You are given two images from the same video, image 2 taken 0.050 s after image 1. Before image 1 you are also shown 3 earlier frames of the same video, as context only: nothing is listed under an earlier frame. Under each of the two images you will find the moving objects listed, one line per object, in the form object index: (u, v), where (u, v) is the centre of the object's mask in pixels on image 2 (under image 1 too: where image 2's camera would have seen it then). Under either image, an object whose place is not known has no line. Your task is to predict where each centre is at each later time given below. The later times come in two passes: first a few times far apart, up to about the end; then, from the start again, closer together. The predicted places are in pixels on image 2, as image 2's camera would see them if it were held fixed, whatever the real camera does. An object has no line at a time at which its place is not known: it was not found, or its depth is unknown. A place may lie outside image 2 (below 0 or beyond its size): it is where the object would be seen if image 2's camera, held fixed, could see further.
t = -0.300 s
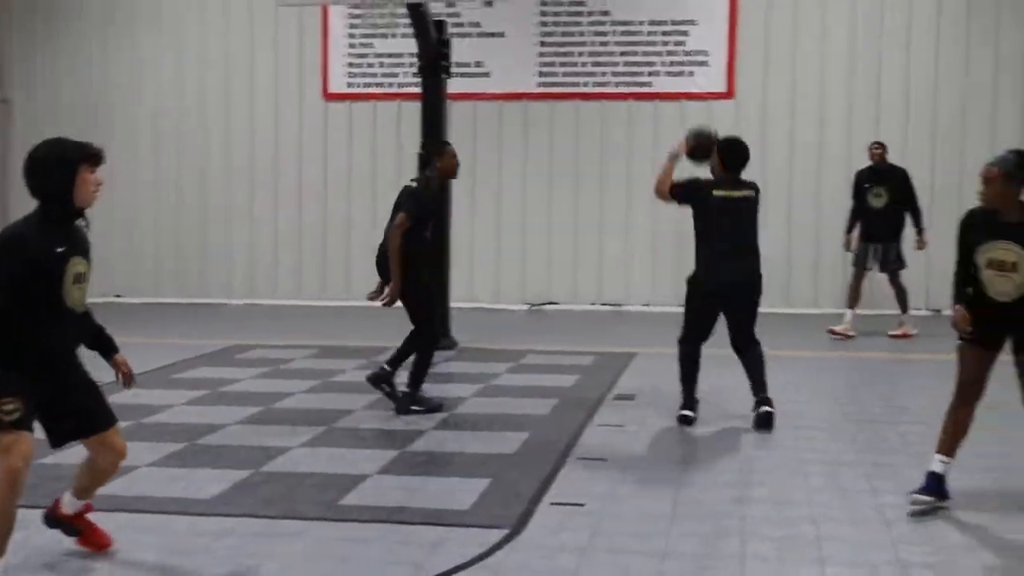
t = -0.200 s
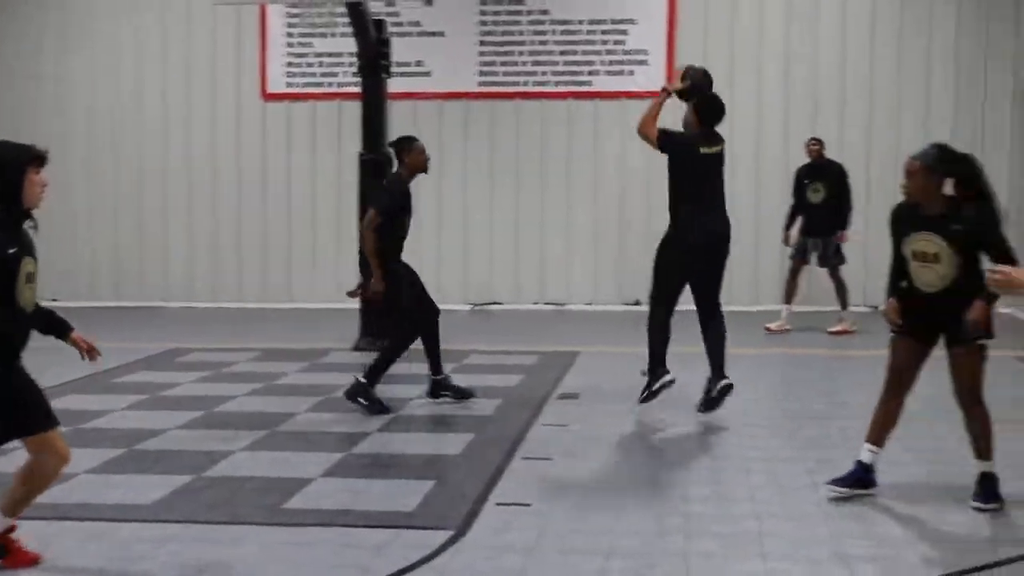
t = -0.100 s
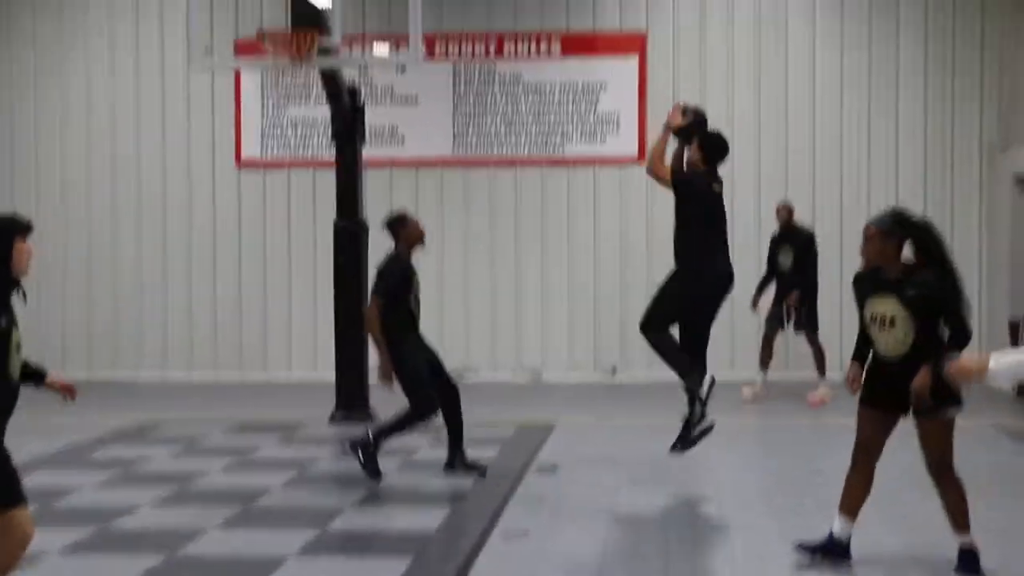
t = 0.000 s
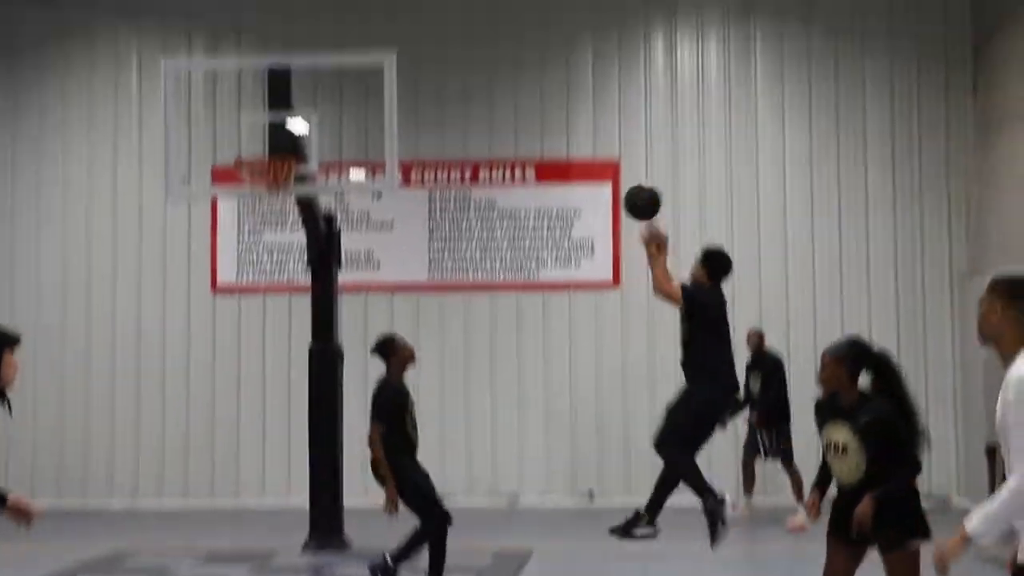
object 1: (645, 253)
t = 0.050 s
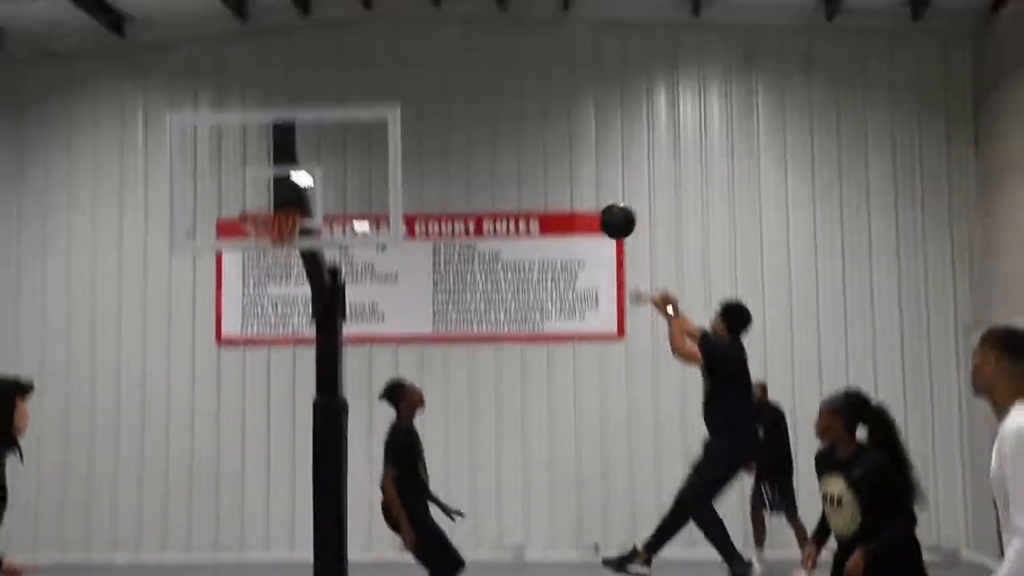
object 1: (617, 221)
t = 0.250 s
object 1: (514, 140)
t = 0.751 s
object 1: (309, 164)
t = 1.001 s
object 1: (276, 236)
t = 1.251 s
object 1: (297, 269)
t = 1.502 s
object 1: (303, 355)
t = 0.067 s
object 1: (607, 212)
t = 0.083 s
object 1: (598, 202)
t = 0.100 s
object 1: (589, 194)
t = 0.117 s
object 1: (581, 187)
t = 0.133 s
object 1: (572, 180)
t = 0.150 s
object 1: (564, 173)
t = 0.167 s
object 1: (555, 166)
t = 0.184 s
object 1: (547, 160)
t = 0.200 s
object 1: (538, 155)
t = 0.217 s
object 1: (530, 149)
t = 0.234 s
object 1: (522, 145)
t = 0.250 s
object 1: (514, 140)
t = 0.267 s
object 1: (506, 137)
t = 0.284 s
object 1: (498, 133)
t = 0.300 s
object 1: (491, 129)
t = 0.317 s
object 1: (483, 127)
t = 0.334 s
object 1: (476, 124)
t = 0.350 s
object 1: (468, 121)
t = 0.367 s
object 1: (460, 120)
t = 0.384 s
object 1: (453, 119)
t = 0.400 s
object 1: (445, 116)
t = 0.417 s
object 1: (438, 115)
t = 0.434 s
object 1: (431, 116)
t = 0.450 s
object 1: (423, 115)
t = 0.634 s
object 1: (348, 136)
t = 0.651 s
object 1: (342, 140)
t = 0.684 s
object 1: (329, 149)
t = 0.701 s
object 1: (323, 154)
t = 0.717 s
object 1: (318, 158)
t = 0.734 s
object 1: (313, 161)
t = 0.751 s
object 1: (309, 164)
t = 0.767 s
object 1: (304, 167)
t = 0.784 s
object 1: (299, 171)
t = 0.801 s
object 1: (294, 175)
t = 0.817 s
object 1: (289, 178)
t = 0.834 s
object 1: (283, 182)
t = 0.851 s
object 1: (281, 188)
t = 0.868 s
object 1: (278, 191)
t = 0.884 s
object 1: (277, 196)
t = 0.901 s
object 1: (262, 203)
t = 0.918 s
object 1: (260, 214)
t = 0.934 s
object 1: (261, 219)
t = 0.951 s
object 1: (264, 223)
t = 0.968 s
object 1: (268, 227)
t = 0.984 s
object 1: (273, 232)
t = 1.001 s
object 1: (276, 236)
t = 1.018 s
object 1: (282, 240)
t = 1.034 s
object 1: (286, 245)
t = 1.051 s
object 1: (289, 249)
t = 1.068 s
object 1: (292, 251)
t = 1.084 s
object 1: (294, 254)
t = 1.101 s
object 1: (295, 253)
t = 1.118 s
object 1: (295, 253)
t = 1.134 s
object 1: (296, 254)
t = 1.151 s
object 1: (296, 255)
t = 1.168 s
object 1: (295, 258)
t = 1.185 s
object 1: (295, 259)
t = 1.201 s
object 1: (296, 261)
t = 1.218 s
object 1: (295, 262)
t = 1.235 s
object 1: (296, 267)
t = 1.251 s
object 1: (297, 269)
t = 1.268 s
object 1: (296, 273)
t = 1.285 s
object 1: (297, 277)
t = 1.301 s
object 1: (299, 280)
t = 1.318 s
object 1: (298, 285)
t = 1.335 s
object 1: (298, 290)
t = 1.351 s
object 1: (298, 295)
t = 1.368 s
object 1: (299, 300)
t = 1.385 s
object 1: (300, 306)
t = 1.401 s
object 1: (301, 312)
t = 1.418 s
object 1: (302, 318)
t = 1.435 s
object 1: (303, 324)
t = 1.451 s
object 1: (303, 332)
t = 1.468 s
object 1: (303, 340)
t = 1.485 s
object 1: (302, 347)
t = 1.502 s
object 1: (303, 355)
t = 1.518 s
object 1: (302, 364)
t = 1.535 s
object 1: (303, 372)
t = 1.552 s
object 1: (303, 382)
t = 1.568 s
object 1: (303, 391)
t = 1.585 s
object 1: (303, 401)
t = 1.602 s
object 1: (304, 412)
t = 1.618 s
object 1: (305, 422)
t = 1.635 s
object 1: (305, 433)
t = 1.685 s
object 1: (306, 468)
